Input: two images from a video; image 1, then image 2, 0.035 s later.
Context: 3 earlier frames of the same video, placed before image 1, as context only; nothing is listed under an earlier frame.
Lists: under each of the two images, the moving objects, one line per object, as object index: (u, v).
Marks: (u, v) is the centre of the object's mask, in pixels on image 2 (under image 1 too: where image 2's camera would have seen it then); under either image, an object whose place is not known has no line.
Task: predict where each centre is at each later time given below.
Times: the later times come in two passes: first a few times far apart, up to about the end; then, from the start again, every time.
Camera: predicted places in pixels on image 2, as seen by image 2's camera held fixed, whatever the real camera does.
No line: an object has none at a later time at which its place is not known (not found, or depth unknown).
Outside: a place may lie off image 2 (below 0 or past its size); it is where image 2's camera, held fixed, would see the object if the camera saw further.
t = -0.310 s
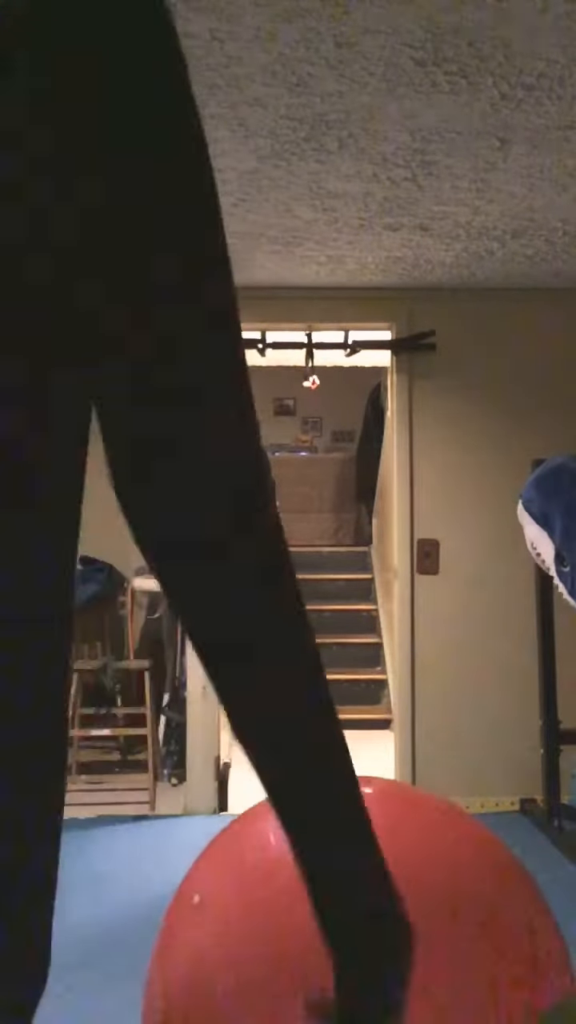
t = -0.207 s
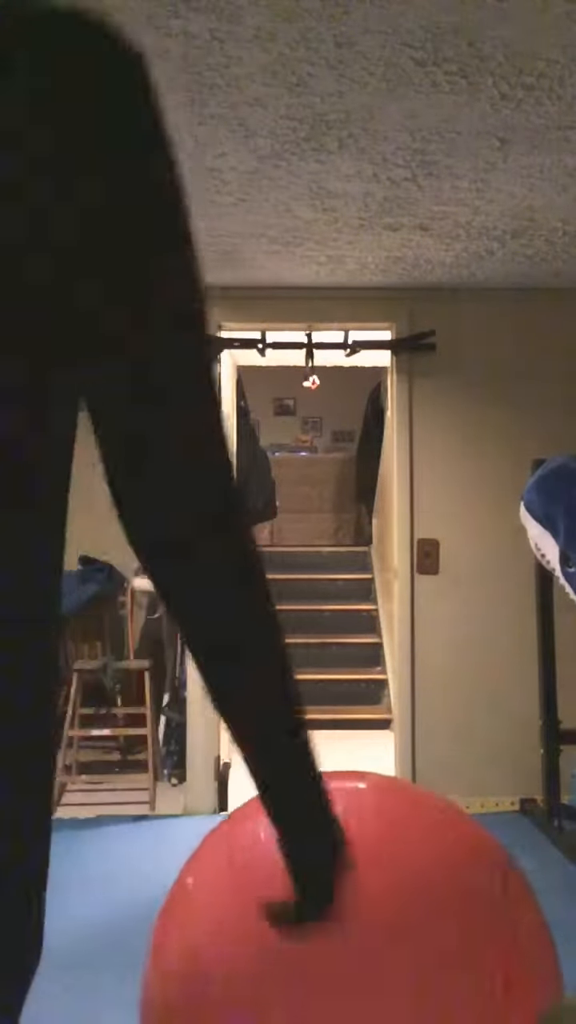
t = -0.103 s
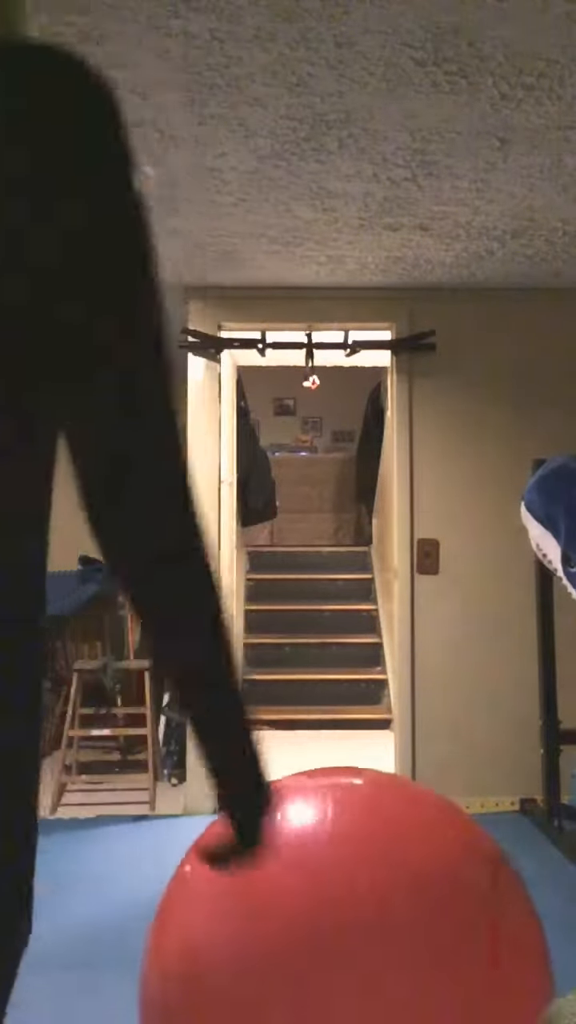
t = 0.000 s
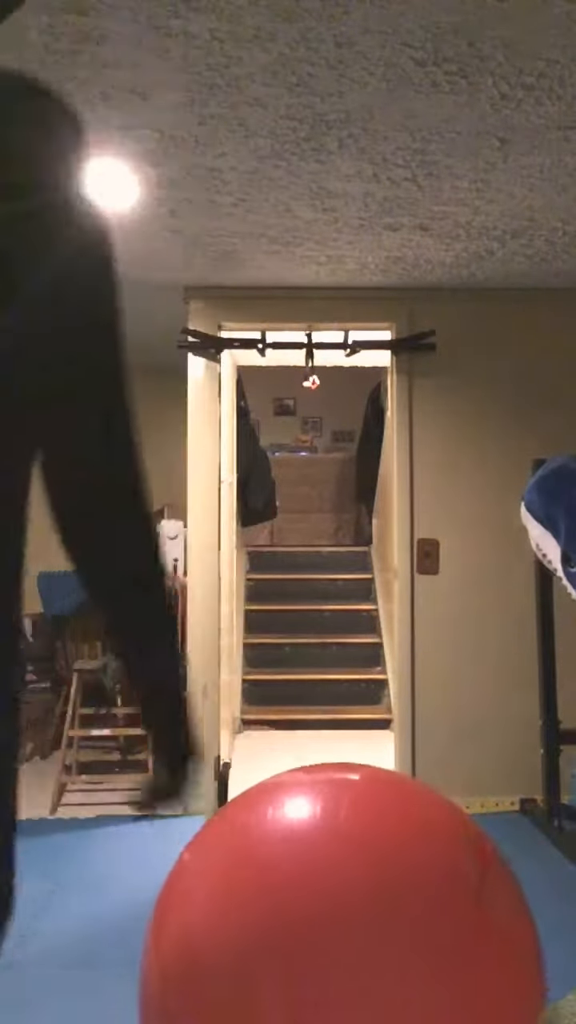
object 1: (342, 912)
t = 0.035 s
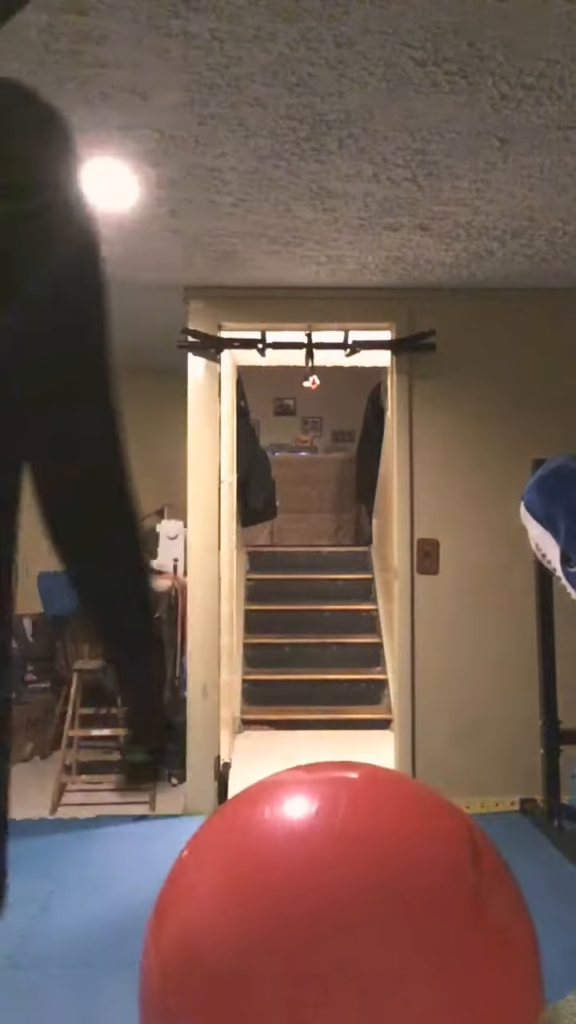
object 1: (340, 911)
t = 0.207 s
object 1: (335, 907)
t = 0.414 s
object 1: (332, 902)
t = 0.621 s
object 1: (332, 898)
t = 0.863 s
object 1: (338, 891)
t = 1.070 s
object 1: (346, 887)
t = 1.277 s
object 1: (356, 884)
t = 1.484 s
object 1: (368, 880)
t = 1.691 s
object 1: (382, 877)
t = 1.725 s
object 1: (384, 876)
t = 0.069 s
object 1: (339, 910)
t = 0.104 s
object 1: (338, 910)
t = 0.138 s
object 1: (337, 909)
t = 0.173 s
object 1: (336, 908)
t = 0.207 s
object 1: (335, 907)
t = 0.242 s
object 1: (334, 906)
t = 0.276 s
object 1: (333, 905)
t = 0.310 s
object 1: (332, 904)
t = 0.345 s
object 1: (332, 904)
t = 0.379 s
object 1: (332, 903)
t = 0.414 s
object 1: (332, 902)
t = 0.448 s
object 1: (331, 901)
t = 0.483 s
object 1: (331, 901)
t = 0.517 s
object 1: (331, 900)
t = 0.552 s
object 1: (331, 899)
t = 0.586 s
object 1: (332, 898)
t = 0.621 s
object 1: (332, 898)
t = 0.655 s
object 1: (332, 897)
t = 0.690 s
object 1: (332, 896)
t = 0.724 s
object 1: (333, 895)
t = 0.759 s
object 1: (335, 894)
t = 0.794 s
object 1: (335, 892)
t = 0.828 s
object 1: (337, 892)
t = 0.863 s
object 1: (338, 891)
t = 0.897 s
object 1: (339, 891)
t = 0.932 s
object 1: (340, 890)
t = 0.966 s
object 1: (342, 889)
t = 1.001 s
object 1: (343, 889)
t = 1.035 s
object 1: (345, 888)
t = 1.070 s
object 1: (346, 887)
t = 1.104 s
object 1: (348, 887)
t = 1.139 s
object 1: (350, 886)
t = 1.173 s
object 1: (351, 885)
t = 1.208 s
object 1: (353, 885)
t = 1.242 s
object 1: (354, 884)
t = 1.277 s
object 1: (356, 884)
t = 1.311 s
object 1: (358, 883)
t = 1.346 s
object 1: (360, 883)
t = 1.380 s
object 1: (362, 882)
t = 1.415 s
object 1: (364, 881)
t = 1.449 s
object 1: (366, 881)
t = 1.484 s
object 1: (368, 880)
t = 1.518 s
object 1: (371, 879)
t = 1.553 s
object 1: (373, 879)
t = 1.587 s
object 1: (375, 878)
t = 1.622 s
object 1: (377, 878)
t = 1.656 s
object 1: (380, 877)
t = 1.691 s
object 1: (382, 877)
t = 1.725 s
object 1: (384, 876)
